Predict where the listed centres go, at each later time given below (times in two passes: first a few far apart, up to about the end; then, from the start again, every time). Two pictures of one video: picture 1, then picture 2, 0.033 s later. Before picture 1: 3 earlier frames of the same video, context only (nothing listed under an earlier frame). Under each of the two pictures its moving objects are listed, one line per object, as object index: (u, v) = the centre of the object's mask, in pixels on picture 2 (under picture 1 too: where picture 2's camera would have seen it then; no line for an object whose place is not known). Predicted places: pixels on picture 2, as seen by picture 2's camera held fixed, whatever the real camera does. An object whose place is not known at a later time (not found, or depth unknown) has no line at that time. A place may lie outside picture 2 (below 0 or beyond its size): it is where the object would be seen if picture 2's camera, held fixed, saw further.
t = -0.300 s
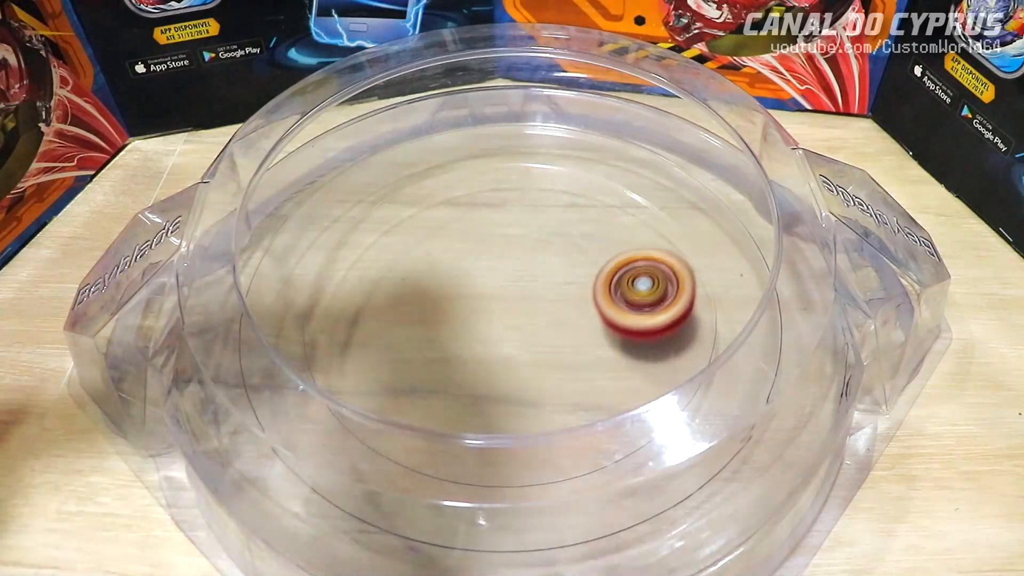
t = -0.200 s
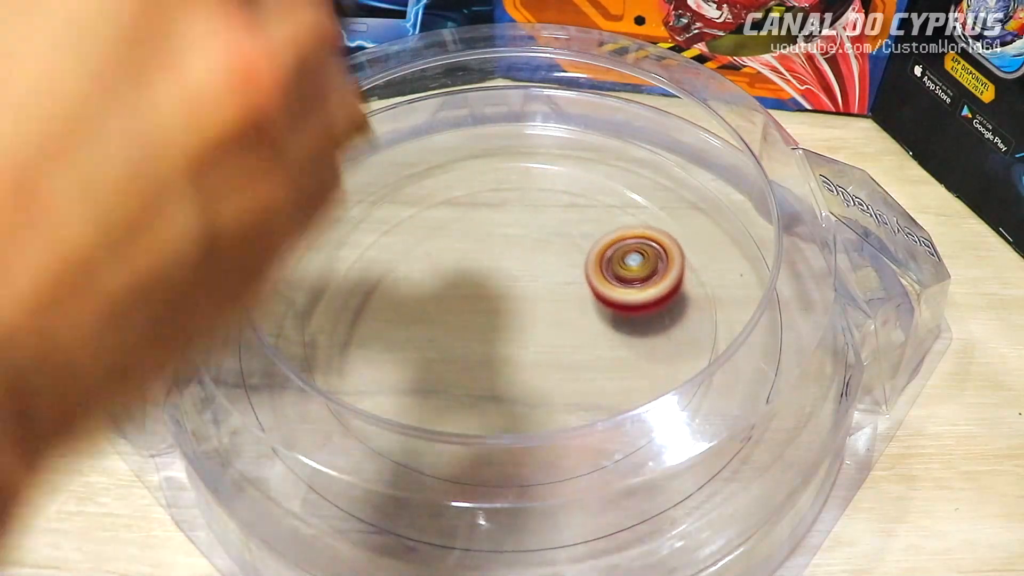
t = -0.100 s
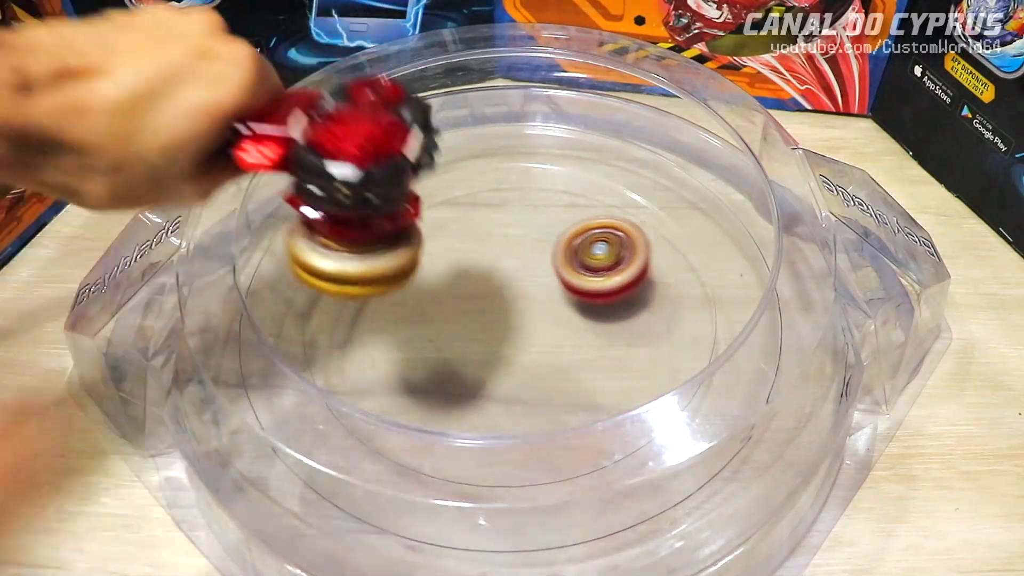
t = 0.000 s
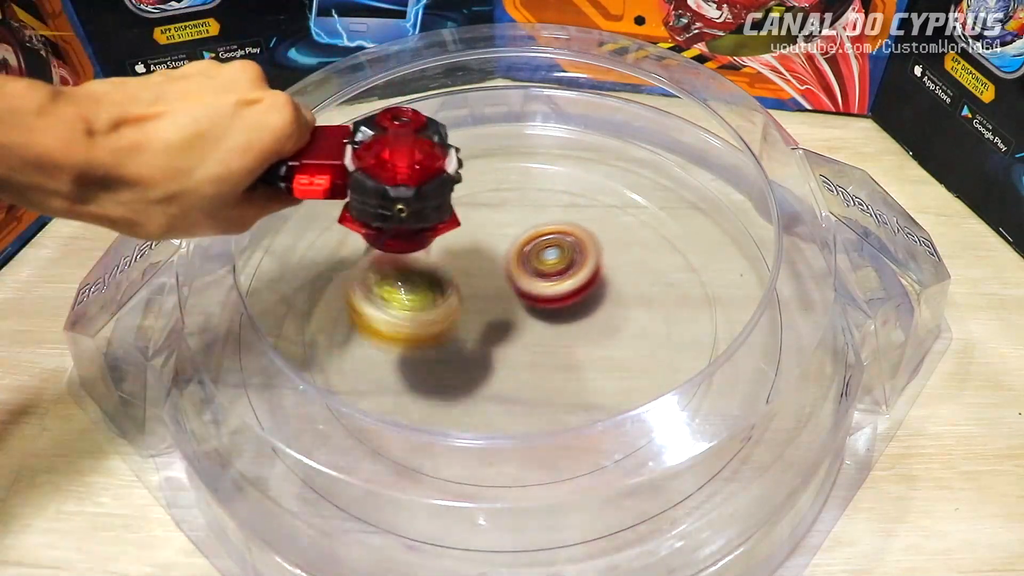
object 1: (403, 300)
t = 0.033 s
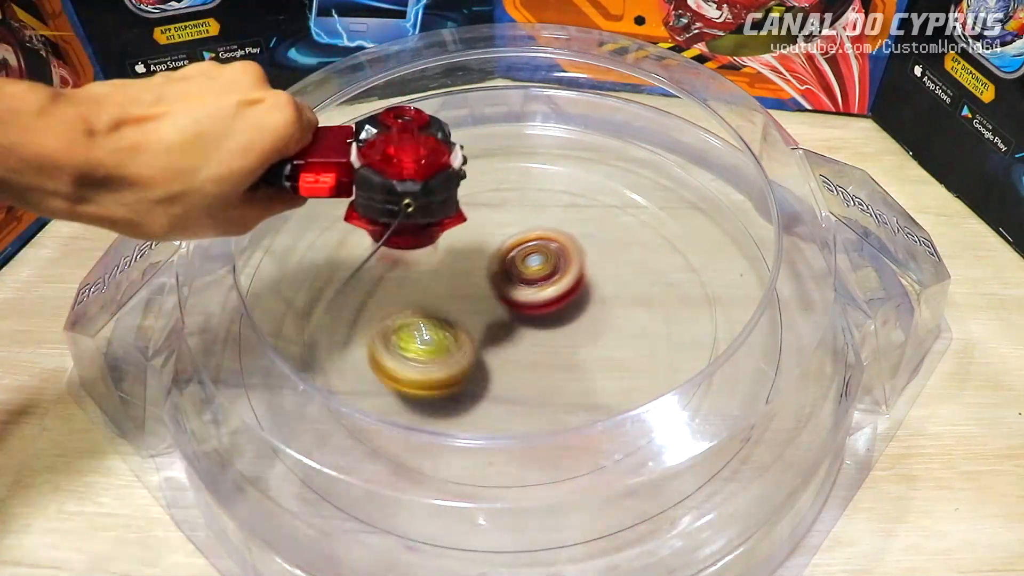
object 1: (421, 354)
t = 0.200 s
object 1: (566, 320)
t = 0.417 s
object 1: (670, 338)
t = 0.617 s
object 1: (642, 338)
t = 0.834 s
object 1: (570, 296)
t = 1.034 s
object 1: (532, 224)
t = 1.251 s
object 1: (527, 257)
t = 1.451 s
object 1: (574, 288)
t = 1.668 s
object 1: (606, 281)
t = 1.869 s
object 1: (620, 261)
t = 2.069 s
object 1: (654, 239)
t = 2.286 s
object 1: (614, 272)
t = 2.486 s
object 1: (557, 249)
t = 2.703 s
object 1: (584, 222)
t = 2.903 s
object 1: (609, 255)
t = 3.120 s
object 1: (574, 325)
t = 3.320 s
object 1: (626, 365)
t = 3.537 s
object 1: (474, 356)
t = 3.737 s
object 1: (511, 260)
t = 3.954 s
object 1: (604, 231)
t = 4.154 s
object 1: (617, 309)
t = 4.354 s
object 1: (460, 332)
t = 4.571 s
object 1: (369, 245)
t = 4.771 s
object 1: (399, 180)
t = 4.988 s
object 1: (500, 178)
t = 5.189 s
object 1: (468, 219)
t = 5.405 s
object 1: (443, 280)
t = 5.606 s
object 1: (385, 299)
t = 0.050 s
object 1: (434, 348)
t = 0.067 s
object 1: (447, 333)
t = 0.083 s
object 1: (460, 321)
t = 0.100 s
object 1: (474, 313)
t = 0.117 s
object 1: (494, 301)
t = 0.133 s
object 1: (502, 302)
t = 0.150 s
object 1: (520, 304)
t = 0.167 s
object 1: (534, 306)
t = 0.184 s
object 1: (551, 312)
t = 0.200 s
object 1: (566, 320)
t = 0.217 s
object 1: (580, 331)
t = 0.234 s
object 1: (594, 343)
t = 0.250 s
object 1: (603, 340)
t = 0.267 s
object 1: (614, 334)
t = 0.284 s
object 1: (623, 331)
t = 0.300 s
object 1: (633, 331)
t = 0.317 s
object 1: (642, 335)
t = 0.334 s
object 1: (650, 341)
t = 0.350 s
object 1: (656, 340)
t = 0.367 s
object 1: (661, 334)
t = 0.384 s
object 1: (665, 333)
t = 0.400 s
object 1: (668, 334)
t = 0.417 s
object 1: (670, 338)
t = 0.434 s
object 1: (671, 340)
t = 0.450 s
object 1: (673, 338)
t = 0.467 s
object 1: (673, 337)
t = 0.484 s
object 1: (672, 339)
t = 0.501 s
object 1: (669, 343)
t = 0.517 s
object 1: (667, 343)
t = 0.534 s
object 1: (663, 341)
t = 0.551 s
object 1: (658, 343)
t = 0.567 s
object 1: (651, 347)
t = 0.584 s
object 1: (644, 345)
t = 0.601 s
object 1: (642, 343)
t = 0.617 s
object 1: (642, 338)
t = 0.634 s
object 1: (641, 334)
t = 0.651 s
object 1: (639, 332)
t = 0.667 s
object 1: (637, 327)
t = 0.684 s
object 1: (633, 324)
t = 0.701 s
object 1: (629, 321)
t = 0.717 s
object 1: (624, 317)
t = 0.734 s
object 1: (618, 314)
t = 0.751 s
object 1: (612, 311)
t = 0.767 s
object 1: (604, 308)
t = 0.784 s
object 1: (596, 305)
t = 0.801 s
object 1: (588, 302)
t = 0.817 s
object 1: (579, 300)
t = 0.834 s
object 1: (570, 296)
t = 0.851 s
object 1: (563, 289)
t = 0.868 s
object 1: (557, 281)
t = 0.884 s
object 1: (551, 273)
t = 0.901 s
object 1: (548, 266)
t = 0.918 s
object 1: (544, 257)
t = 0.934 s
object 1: (541, 250)
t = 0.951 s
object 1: (539, 245)
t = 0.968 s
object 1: (537, 238)
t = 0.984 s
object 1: (535, 234)
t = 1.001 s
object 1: (534, 230)
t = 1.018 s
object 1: (533, 226)
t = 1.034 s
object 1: (532, 224)
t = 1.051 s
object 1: (530, 221)
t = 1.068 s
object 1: (529, 221)
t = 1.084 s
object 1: (528, 220)
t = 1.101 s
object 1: (527, 221)
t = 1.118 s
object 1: (527, 222)
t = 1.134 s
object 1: (526, 223)
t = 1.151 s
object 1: (526, 227)
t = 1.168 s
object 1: (525, 230)
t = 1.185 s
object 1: (525, 234)
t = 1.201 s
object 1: (525, 239)
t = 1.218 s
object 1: (525, 245)
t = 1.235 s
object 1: (526, 251)
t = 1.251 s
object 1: (527, 257)
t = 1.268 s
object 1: (529, 265)
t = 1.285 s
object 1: (531, 270)
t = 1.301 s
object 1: (533, 276)
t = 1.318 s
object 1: (536, 281)
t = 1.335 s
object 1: (539, 286)
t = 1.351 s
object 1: (544, 287)
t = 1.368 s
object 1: (549, 286)
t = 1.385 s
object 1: (555, 287)
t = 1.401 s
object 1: (560, 288)
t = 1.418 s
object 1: (566, 288)
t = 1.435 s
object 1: (570, 288)
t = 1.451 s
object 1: (574, 288)
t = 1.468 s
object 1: (579, 287)
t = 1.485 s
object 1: (583, 287)
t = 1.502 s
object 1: (586, 287)
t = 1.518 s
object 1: (589, 286)
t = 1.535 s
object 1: (592, 286)
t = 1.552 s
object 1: (595, 286)
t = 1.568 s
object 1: (597, 286)
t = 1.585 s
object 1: (598, 286)
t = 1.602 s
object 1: (600, 285)
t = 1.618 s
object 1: (602, 284)
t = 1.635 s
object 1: (603, 284)
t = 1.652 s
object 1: (605, 283)
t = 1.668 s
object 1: (606, 281)
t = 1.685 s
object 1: (607, 280)
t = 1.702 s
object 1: (609, 278)
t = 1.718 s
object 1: (610, 277)
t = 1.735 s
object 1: (611, 275)
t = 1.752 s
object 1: (611, 274)
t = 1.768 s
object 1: (613, 272)
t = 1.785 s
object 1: (614, 270)
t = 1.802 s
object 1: (615, 268)
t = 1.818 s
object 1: (616, 266)
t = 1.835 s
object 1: (618, 264)
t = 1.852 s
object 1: (619, 263)
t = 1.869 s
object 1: (620, 261)
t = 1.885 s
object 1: (622, 259)
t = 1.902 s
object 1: (624, 257)
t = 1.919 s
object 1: (626, 255)
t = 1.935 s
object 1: (629, 253)
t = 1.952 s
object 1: (631, 251)
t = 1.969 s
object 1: (634, 249)
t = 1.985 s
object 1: (637, 247)
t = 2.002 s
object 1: (640, 244)
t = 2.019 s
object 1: (643, 242)
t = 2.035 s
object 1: (647, 240)
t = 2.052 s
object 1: (650, 239)
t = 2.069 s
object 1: (654, 239)
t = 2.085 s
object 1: (656, 239)
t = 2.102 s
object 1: (658, 240)
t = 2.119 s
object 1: (659, 241)
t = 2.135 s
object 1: (660, 243)
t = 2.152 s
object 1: (659, 246)
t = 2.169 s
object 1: (657, 249)
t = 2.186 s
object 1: (654, 253)
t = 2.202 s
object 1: (649, 257)
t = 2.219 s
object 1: (644, 260)
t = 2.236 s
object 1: (638, 263)
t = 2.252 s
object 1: (631, 266)
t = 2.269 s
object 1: (622, 269)
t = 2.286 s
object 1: (614, 272)
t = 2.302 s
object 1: (604, 274)
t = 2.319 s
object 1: (594, 275)
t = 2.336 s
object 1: (586, 277)
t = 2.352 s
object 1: (575, 277)
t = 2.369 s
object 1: (565, 277)
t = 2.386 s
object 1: (556, 277)
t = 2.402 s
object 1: (553, 272)
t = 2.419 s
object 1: (554, 268)
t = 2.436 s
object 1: (555, 263)
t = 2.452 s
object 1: (556, 258)
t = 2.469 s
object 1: (556, 254)
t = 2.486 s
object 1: (557, 249)
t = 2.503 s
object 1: (559, 245)
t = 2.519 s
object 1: (561, 241)
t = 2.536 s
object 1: (563, 236)
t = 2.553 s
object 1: (566, 232)
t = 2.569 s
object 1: (569, 229)
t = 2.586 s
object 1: (571, 226)
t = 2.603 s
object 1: (574, 223)
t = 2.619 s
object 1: (576, 221)
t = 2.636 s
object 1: (578, 220)
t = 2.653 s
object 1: (580, 220)
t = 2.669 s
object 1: (582, 220)
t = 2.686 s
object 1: (583, 221)
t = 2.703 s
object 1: (584, 222)
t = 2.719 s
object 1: (585, 224)
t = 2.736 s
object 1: (585, 227)
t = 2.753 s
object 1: (584, 230)
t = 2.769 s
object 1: (582, 234)
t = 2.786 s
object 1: (579, 238)
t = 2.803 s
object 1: (575, 242)
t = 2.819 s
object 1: (571, 247)
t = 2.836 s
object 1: (569, 250)
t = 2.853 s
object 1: (584, 251)
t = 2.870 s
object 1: (594, 251)
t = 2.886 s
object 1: (602, 252)
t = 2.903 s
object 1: (609, 255)
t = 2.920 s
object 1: (613, 259)
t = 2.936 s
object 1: (615, 263)
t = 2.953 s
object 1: (616, 268)
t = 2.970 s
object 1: (615, 274)
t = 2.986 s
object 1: (612, 280)
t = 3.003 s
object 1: (608, 287)
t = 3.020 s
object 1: (602, 294)
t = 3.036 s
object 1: (595, 300)
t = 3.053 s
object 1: (586, 306)
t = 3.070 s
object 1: (578, 311)
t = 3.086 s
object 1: (566, 316)
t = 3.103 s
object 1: (557, 321)
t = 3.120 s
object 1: (574, 325)
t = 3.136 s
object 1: (591, 329)
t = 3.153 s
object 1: (603, 331)
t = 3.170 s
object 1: (616, 334)
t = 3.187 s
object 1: (626, 337)
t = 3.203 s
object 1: (634, 340)
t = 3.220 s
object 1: (640, 343)
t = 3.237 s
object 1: (643, 345)
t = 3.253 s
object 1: (644, 349)
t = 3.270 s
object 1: (643, 353)
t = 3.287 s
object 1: (639, 356)
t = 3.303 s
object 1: (633, 360)
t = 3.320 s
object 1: (626, 365)
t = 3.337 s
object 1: (617, 369)
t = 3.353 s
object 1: (607, 373)
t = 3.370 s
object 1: (595, 377)
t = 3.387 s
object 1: (582, 380)
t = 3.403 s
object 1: (568, 382)
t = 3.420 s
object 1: (554, 383)
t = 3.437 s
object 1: (541, 384)
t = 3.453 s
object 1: (528, 384)
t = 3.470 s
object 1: (514, 380)
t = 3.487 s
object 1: (501, 375)
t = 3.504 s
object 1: (488, 369)
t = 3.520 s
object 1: (478, 362)
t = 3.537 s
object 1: (474, 356)
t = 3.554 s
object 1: (479, 349)
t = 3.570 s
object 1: (483, 343)
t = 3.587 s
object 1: (488, 336)
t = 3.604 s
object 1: (492, 329)
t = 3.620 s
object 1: (494, 320)
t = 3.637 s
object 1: (496, 311)
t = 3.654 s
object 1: (497, 302)
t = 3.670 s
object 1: (498, 294)
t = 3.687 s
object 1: (500, 284)
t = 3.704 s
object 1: (503, 276)
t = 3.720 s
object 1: (507, 268)
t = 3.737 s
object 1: (511, 260)
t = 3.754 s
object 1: (516, 254)
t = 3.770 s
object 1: (522, 247)
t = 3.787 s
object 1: (528, 242)
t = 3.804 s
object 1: (534, 239)
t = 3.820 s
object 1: (541, 235)
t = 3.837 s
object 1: (548, 233)
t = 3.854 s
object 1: (556, 231)
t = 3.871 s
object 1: (564, 230)
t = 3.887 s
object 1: (572, 229)
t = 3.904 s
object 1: (580, 229)
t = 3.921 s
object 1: (589, 228)
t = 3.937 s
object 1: (596, 229)
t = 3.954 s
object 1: (604, 231)
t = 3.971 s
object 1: (611, 234)
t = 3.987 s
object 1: (617, 237)
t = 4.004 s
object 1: (623, 242)
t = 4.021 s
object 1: (628, 248)
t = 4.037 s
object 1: (632, 253)
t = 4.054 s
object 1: (635, 261)
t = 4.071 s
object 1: (637, 268)
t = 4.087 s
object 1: (637, 276)
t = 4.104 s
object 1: (635, 284)
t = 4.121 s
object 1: (630, 292)
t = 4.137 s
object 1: (625, 301)
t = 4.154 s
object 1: (617, 309)
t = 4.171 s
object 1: (608, 317)
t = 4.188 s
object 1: (598, 324)
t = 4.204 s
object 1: (586, 331)
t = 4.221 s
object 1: (572, 336)
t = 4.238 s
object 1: (558, 341)
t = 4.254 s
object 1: (542, 344)
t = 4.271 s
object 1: (527, 346)
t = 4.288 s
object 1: (512, 346)
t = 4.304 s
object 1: (498, 344)
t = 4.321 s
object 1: (486, 342)
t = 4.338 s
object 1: (473, 337)
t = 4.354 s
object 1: (460, 332)
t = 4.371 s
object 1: (450, 326)
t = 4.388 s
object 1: (441, 319)
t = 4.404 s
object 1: (433, 310)
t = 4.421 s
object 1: (427, 302)
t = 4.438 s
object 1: (423, 293)
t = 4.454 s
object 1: (419, 285)
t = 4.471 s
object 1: (408, 278)
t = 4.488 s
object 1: (397, 273)
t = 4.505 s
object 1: (387, 267)
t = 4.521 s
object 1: (381, 262)
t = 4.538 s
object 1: (375, 257)
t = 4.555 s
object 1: (371, 251)
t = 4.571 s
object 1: (369, 245)
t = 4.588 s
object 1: (368, 239)
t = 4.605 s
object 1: (368, 234)
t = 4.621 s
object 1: (368, 228)
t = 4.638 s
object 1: (369, 222)
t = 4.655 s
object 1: (372, 217)
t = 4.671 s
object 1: (375, 211)
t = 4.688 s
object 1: (378, 205)
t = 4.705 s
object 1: (381, 200)
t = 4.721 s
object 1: (385, 195)
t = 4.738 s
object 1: (389, 189)
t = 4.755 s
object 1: (394, 184)
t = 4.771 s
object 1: (399, 180)
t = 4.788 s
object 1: (405, 176)
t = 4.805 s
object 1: (411, 172)
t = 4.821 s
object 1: (417, 169)
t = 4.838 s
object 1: (424, 167)
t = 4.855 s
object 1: (432, 165)
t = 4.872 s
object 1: (440, 164)
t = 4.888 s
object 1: (448, 164)
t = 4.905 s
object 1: (456, 164)
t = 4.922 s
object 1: (464, 165)
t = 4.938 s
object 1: (473, 167)
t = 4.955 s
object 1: (482, 170)
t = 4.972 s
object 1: (491, 174)
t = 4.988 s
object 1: (500, 178)
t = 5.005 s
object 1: (501, 182)
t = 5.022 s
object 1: (491, 183)
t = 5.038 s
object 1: (484, 184)
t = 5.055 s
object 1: (479, 186)
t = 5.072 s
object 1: (475, 190)
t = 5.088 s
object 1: (473, 194)
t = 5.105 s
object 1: (472, 198)
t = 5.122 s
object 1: (471, 202)
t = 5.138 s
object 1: (470, 206)
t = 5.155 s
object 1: (469, 210)
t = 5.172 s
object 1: (469, 214)
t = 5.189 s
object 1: (468, 219)
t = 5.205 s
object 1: (468, 225)
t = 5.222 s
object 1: (466, 230)
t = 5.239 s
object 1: (466, 235)
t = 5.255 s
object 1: (465, 241)
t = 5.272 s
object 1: (464, 245)
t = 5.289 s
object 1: (462, 251)
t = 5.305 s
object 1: (460, 255)
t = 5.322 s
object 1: (458, 261)
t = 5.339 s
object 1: (456, 266)
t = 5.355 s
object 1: (453, 270)
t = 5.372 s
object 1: (450, 274)
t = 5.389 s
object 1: (446, 277)
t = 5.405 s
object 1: (443, 280)
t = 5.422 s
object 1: (439, 283)
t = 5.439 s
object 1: (435, 286)
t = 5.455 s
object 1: (431, 288)
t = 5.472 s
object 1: (426, 290)
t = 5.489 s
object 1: (421, 292)
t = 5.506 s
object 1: (415, 294)
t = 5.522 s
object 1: (410, 295)
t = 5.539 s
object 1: (406, 296)
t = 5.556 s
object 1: (401, 298)
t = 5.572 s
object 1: (395, 299)
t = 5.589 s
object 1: (390, 299)
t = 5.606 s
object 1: (385, 299)
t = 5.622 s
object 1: (380, 299)
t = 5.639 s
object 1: (375, 300)
